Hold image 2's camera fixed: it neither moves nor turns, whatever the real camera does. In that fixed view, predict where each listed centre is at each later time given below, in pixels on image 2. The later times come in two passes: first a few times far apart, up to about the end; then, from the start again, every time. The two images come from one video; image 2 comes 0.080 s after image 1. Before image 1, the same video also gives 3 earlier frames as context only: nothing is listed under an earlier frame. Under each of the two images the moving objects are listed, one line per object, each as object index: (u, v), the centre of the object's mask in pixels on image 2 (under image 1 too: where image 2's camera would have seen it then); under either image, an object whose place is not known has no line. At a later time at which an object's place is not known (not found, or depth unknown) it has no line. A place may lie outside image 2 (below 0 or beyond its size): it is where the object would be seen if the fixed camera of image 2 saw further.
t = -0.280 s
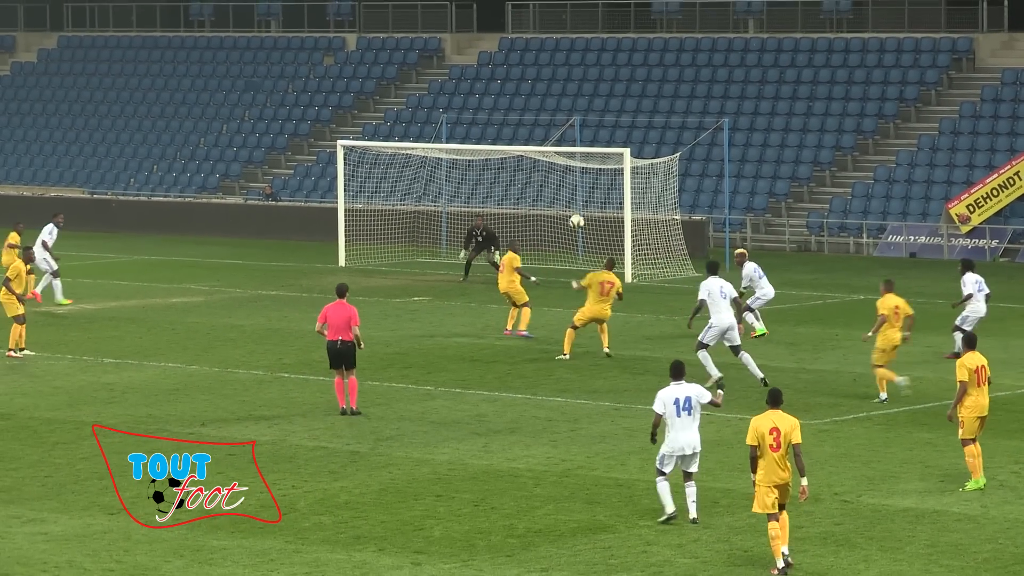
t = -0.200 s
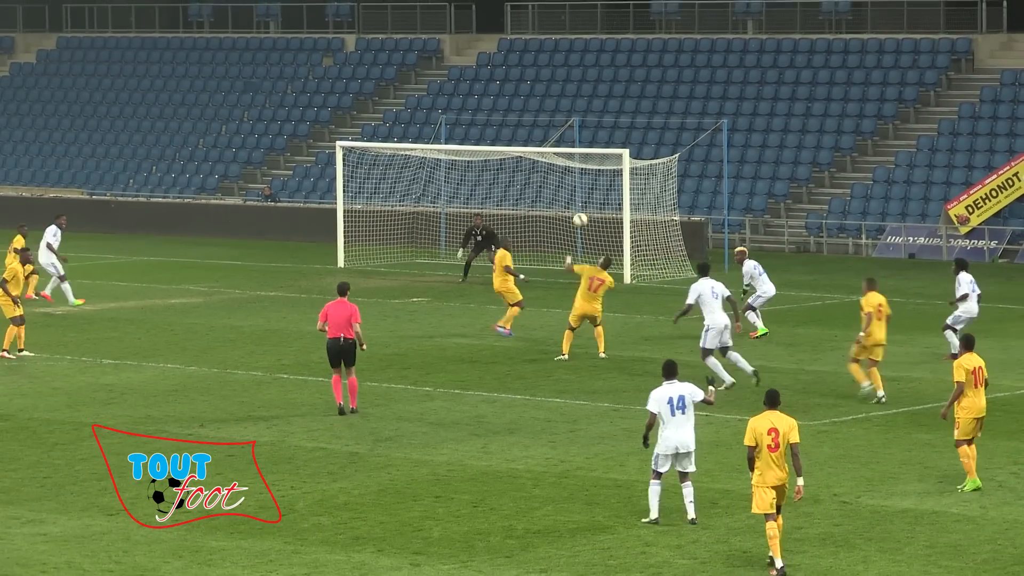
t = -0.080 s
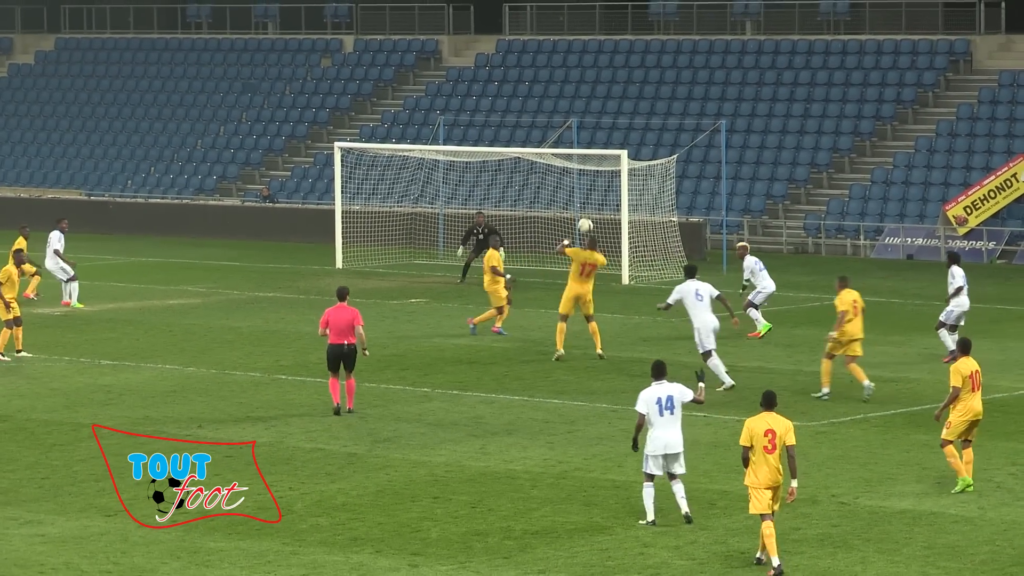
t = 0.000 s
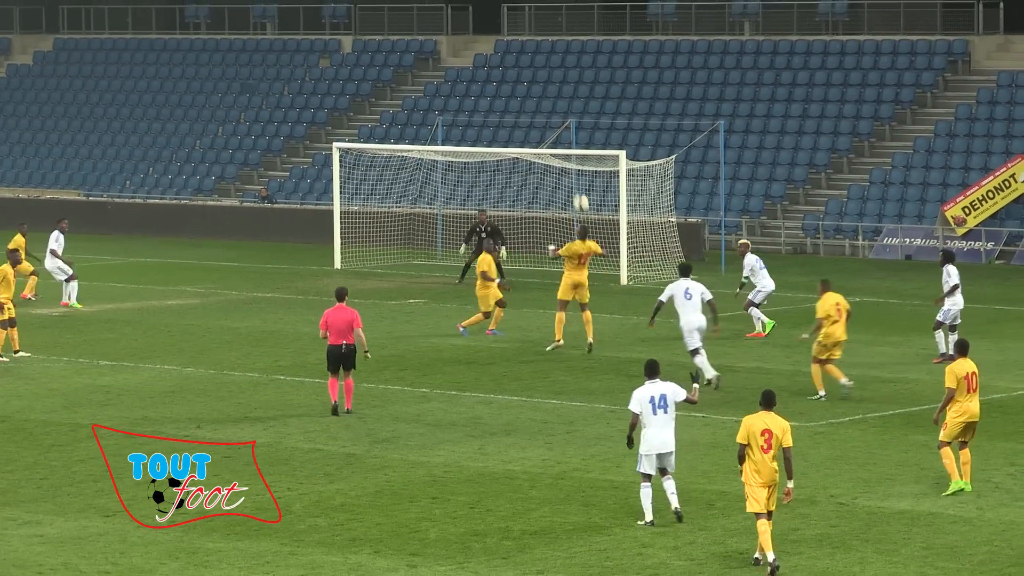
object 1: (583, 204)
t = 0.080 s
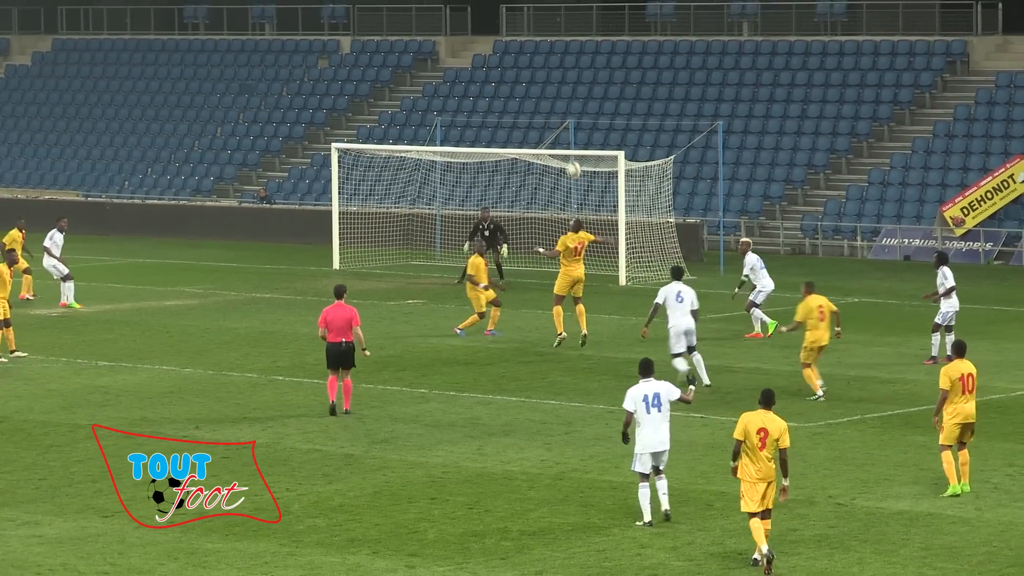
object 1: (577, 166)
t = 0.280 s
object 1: (563, 104)
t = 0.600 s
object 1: (539, 54)
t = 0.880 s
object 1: (522, 63)
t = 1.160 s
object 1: (506, 125)
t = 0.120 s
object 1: (574, 154)
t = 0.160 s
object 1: (570, 141)
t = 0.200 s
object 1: (565, 128)
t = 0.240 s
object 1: (562, 116)
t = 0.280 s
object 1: (563, 104)
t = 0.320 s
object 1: (561, 94)
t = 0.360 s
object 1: (556, 84)
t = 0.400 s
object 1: (554, 76)
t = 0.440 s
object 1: (549, 71)
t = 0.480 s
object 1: (547, 65)
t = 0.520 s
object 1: (546, 59)
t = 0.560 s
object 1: (545, 56)
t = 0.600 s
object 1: (539, 54)
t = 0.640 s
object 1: (536, 52)
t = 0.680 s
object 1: (534, 51)
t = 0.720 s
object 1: (531, 52)
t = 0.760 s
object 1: (529, 53)
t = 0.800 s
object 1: (527, 55)
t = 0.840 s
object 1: (524, 59)
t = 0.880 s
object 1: (522, 63)
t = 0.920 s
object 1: (519, 69)
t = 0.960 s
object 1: (517, 76)
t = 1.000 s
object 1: (515, 84)
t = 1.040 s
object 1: (513, 92)
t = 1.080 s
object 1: (510, 103)
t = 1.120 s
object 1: (508, 114)
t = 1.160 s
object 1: (506, 125)
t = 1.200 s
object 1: (503, 139)
